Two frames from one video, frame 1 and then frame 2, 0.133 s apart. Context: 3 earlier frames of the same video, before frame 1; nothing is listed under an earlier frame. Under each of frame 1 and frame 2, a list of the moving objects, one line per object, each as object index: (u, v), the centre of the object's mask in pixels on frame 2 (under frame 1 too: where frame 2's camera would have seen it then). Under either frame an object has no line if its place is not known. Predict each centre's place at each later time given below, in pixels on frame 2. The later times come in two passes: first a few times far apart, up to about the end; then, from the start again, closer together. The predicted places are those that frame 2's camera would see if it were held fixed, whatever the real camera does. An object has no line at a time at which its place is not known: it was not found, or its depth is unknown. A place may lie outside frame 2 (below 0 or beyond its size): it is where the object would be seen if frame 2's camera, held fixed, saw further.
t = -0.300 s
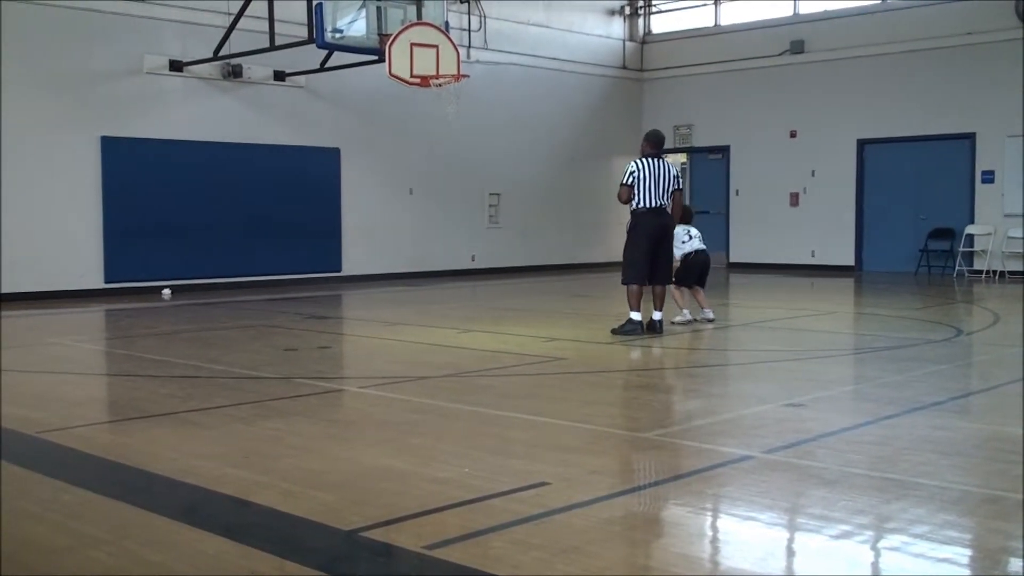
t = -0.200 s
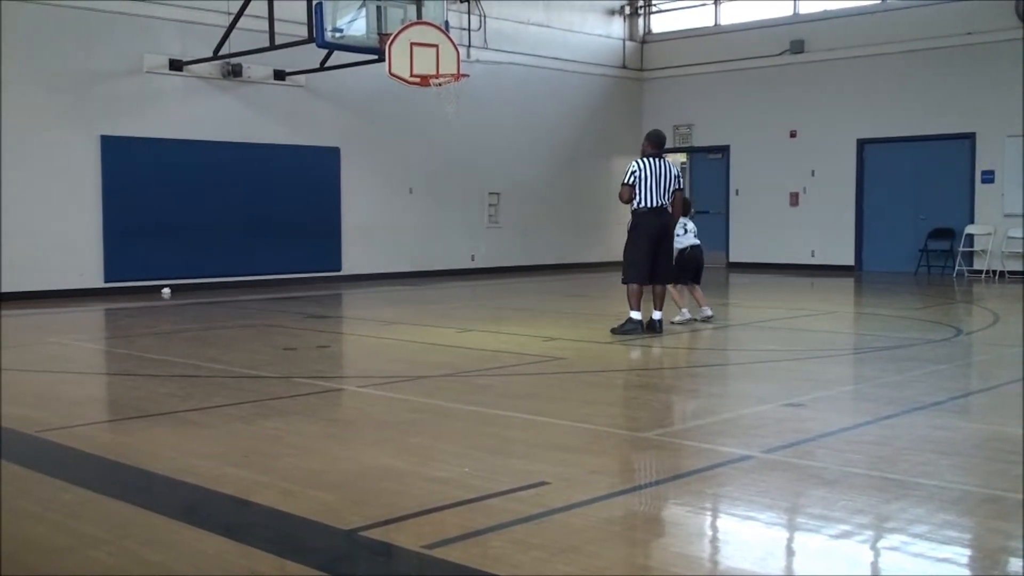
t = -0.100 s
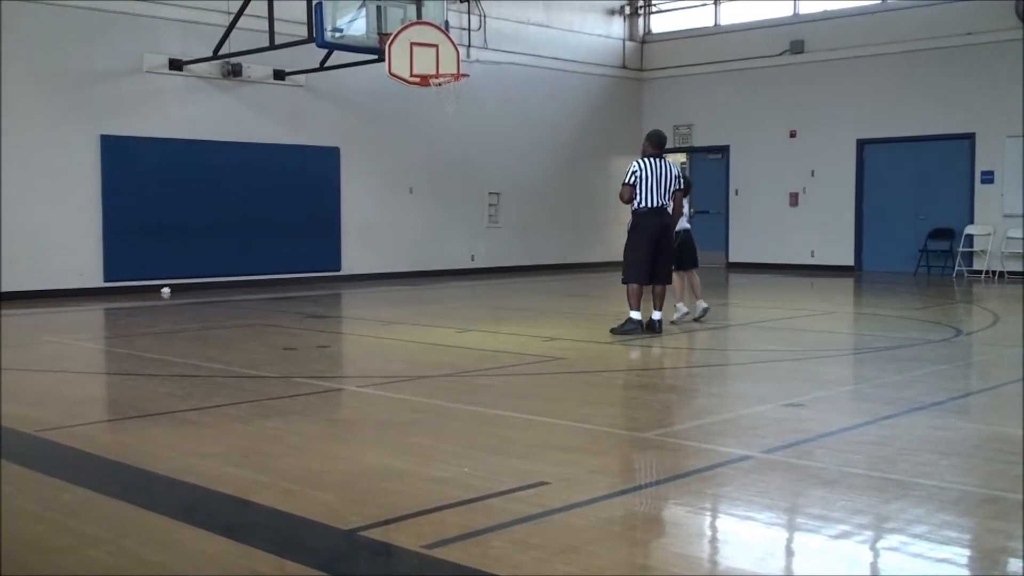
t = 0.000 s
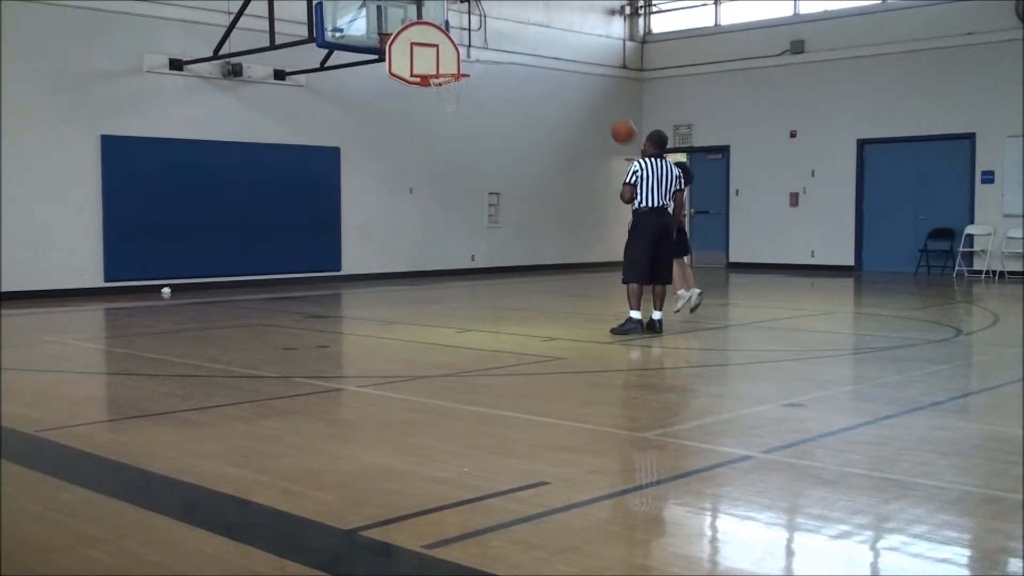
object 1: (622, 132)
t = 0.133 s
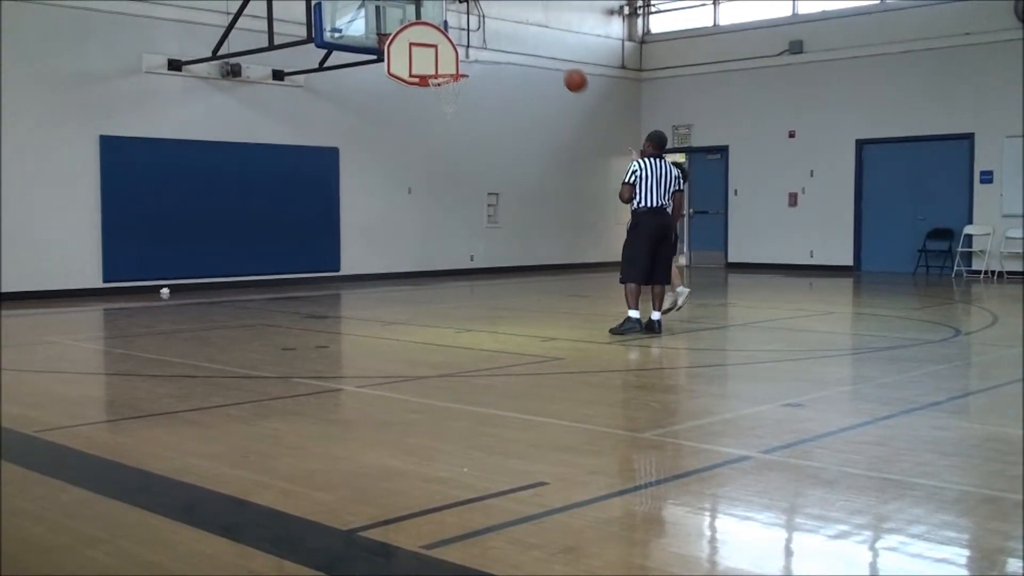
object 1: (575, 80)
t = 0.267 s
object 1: (532, 49)
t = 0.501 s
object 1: (464, 37)
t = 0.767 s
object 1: (448, 74)
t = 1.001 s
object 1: (454, 121)
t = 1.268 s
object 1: (457, 219)
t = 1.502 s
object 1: (459, 254)
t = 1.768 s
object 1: (458, 188)
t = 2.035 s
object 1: (458, 180)
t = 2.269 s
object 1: (459, 219)
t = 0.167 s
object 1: (564, 71)
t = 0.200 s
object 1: (554, 62)
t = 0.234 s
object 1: (543, 55)
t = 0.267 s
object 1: (532, 49)
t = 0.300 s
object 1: (522, 44)
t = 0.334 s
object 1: (512, 40)
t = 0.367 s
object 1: (502, 37)
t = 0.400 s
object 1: (492, 36)
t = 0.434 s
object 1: (483, 35)
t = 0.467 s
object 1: (473, 36)
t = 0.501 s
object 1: (464, 37)
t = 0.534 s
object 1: (455, 40)
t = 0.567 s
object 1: (446, 43)
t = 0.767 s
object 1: (448, 74)
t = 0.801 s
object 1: (451, 80)
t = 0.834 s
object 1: (452, 86)
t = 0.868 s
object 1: (453, 93)
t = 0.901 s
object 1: (453, 99)
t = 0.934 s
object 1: (454, 106)
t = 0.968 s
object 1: (454, 113)
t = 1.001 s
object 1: (454, 121)
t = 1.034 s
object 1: (455, 130)
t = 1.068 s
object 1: (455, 141)
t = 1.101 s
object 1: (455, 152)
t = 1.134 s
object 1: (456, 164)
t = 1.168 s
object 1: (456, 176)
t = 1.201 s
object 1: (456, 190)
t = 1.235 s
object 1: (457, 204)
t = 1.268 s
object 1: (457, 219)
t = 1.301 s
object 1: (458, 235)
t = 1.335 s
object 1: (458, 251)
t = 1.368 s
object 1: (458, 268)
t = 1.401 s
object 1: (458, 288)
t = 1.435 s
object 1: (459, 280)
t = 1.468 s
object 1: (458, 267)
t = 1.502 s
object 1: (459, 254)
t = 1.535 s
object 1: (458, 243)
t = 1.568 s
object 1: (458, 232)
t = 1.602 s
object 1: (458, 223)
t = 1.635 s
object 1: (458, 214)
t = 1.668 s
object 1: (458, 206)
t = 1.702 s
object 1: (458, 199)
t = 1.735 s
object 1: (458, 193)
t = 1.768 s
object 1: (458, 188)
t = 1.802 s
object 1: (458, 184)
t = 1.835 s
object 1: (458, 181)
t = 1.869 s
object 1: (458, 179)
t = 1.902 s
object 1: (458, 177)
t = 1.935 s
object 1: (458, 177)
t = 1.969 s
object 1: (458, 177)
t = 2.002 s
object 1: (458, 178)
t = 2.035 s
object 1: (458, 180)
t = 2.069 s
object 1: (458, 183)
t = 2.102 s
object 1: (458, 187)
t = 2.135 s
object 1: (458, 192)
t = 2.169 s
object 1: (458, 197)
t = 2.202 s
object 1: (458, 204)
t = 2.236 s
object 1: (459, 211)
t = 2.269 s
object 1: (459, 219)
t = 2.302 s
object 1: (458, 228)
